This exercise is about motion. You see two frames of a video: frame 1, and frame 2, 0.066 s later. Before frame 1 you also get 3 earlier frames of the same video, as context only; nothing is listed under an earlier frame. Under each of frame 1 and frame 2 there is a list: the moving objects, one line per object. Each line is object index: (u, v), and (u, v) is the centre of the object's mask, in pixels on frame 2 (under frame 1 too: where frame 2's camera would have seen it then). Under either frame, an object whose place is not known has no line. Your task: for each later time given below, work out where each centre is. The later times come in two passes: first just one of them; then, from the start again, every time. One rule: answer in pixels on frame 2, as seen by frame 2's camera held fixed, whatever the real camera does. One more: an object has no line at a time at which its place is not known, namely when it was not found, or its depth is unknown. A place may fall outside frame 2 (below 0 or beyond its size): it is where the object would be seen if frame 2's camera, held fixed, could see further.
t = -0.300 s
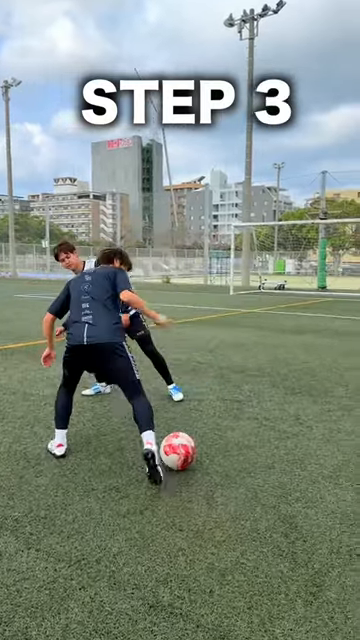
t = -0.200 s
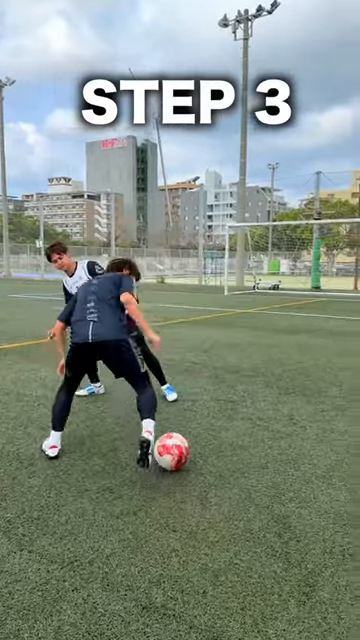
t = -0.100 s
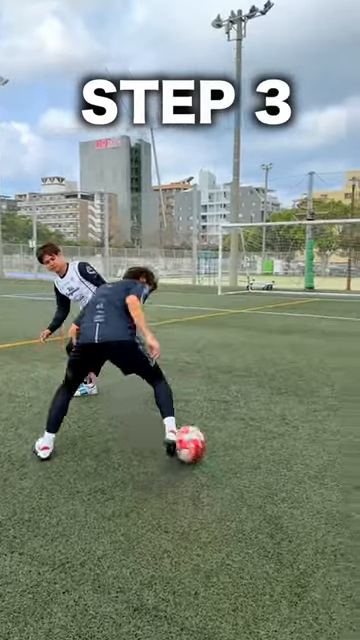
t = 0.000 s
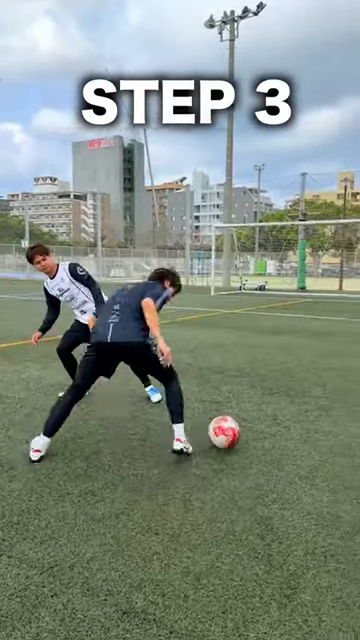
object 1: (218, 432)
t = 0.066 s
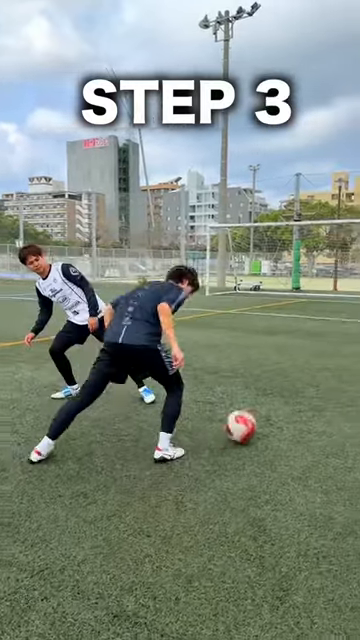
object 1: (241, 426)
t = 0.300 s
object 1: (296, 412)
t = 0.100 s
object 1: (251, 424)
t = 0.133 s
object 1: (260, 421)
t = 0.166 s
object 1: (268, 420)
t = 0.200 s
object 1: (276, 418)
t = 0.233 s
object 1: (283, 416)
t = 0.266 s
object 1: (290, 414)
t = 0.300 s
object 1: (296, 412)
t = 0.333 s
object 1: (302, 410)
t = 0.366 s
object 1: (308, 408)
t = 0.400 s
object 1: (314, 407)
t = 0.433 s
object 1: (319, 406)
